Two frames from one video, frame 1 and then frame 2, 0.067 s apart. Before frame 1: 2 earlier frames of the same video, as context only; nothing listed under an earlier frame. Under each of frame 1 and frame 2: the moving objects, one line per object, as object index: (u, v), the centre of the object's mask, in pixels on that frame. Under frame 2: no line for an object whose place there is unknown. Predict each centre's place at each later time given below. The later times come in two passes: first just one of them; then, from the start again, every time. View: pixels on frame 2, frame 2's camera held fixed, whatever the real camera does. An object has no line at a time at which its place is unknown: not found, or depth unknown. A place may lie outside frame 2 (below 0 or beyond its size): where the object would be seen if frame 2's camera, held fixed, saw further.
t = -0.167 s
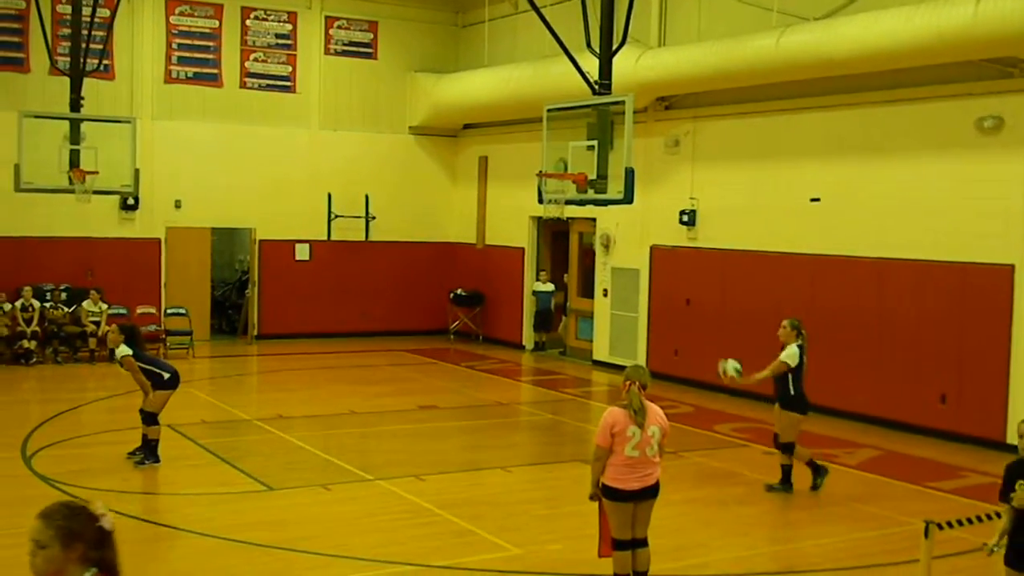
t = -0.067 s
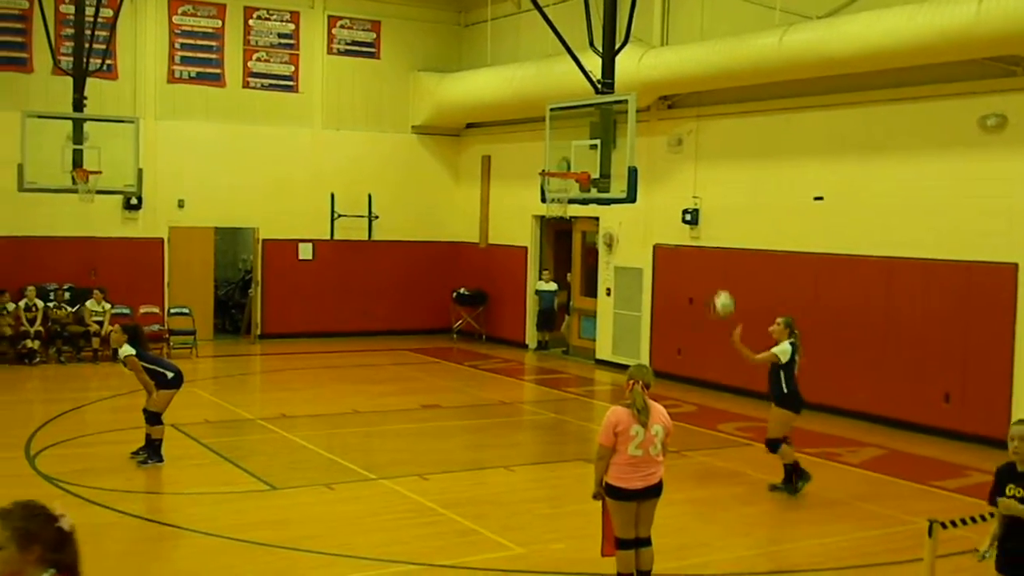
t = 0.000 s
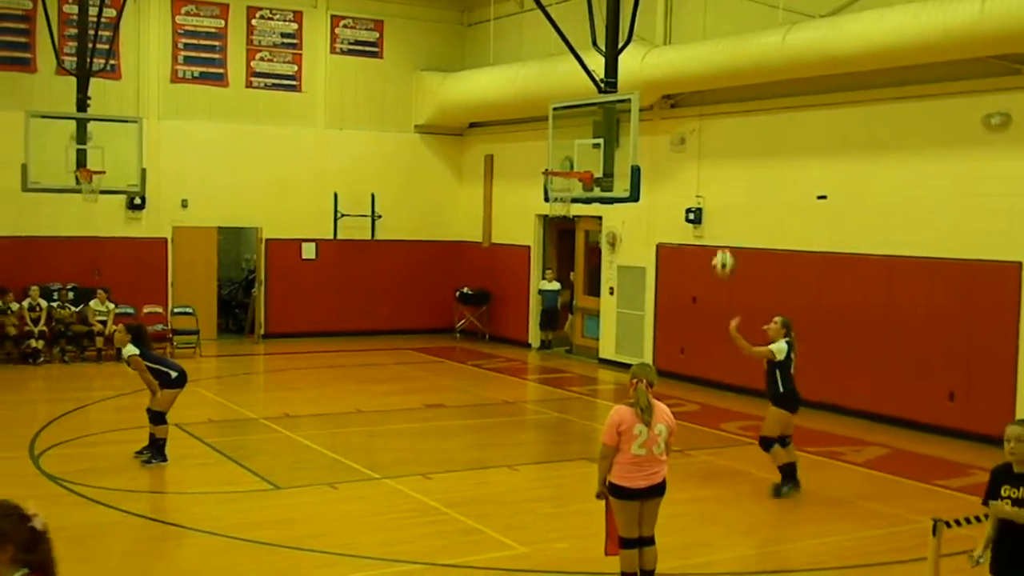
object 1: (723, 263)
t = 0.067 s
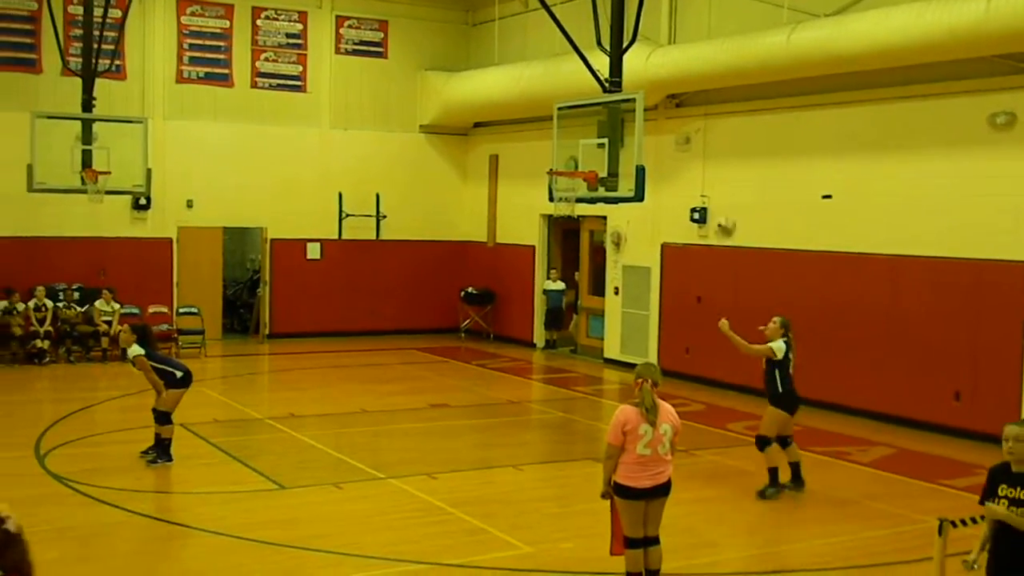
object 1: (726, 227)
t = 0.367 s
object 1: (707, 125)
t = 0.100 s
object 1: (724, 209)
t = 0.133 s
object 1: (721, 195)
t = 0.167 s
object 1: (719, 183)
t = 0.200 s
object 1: (718, 169)
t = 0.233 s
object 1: (717, 157)
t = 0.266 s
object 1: (715, 148)
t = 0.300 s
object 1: (712, 139)
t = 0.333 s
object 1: (709, 132)
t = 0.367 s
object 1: (707, 125)
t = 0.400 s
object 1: (705, 120)
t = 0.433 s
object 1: (703, 116)
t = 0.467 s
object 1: (700, 113)
